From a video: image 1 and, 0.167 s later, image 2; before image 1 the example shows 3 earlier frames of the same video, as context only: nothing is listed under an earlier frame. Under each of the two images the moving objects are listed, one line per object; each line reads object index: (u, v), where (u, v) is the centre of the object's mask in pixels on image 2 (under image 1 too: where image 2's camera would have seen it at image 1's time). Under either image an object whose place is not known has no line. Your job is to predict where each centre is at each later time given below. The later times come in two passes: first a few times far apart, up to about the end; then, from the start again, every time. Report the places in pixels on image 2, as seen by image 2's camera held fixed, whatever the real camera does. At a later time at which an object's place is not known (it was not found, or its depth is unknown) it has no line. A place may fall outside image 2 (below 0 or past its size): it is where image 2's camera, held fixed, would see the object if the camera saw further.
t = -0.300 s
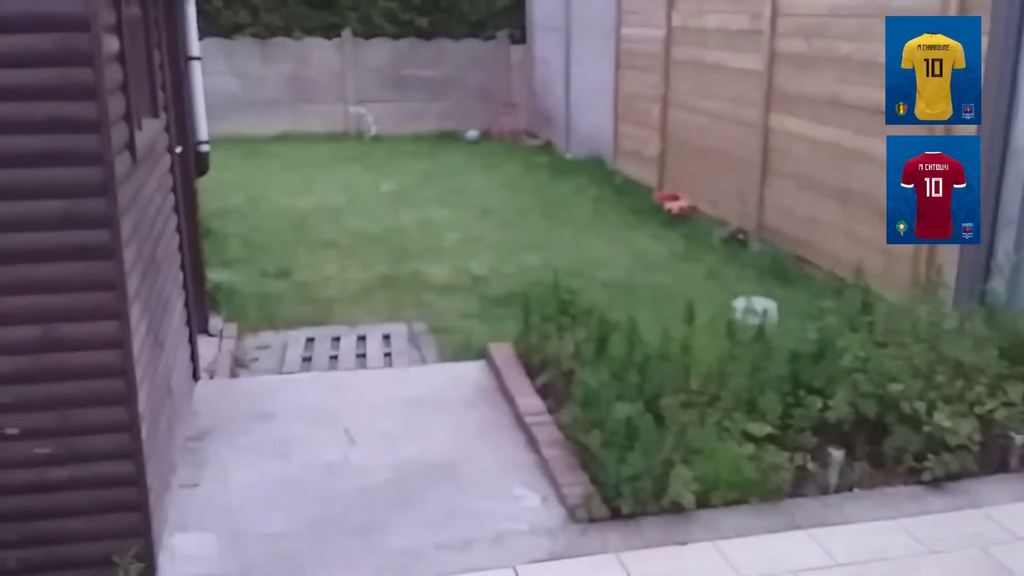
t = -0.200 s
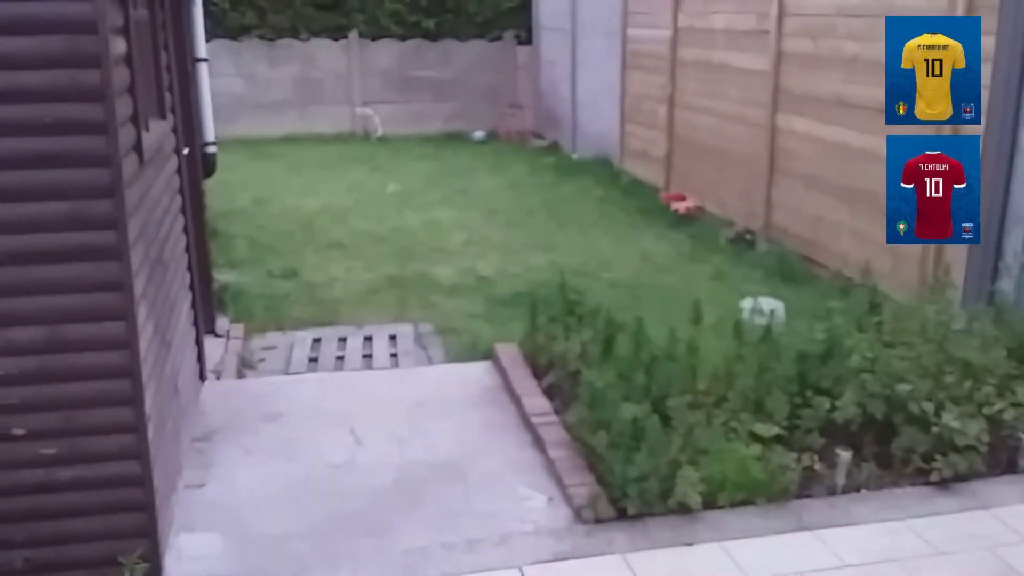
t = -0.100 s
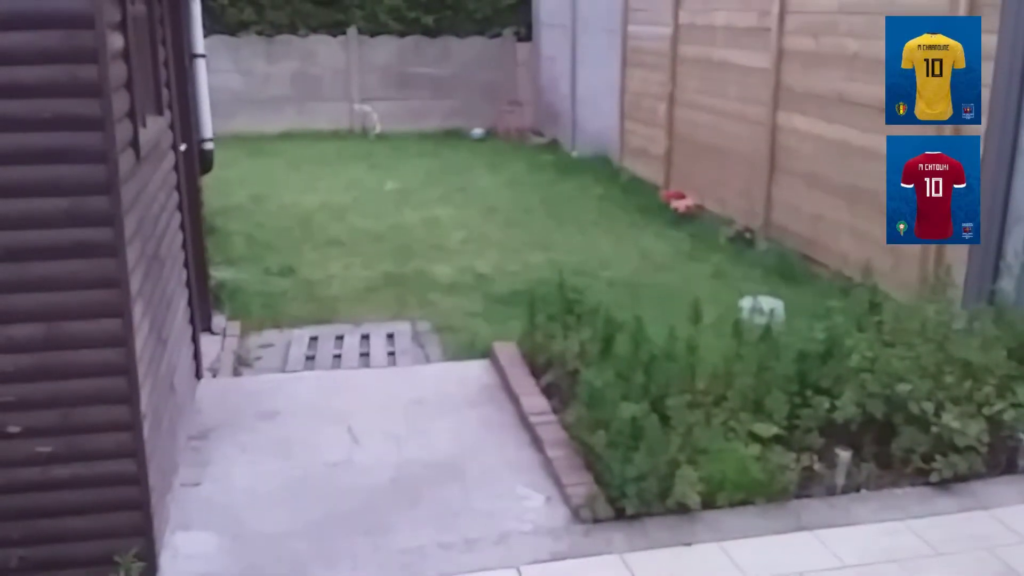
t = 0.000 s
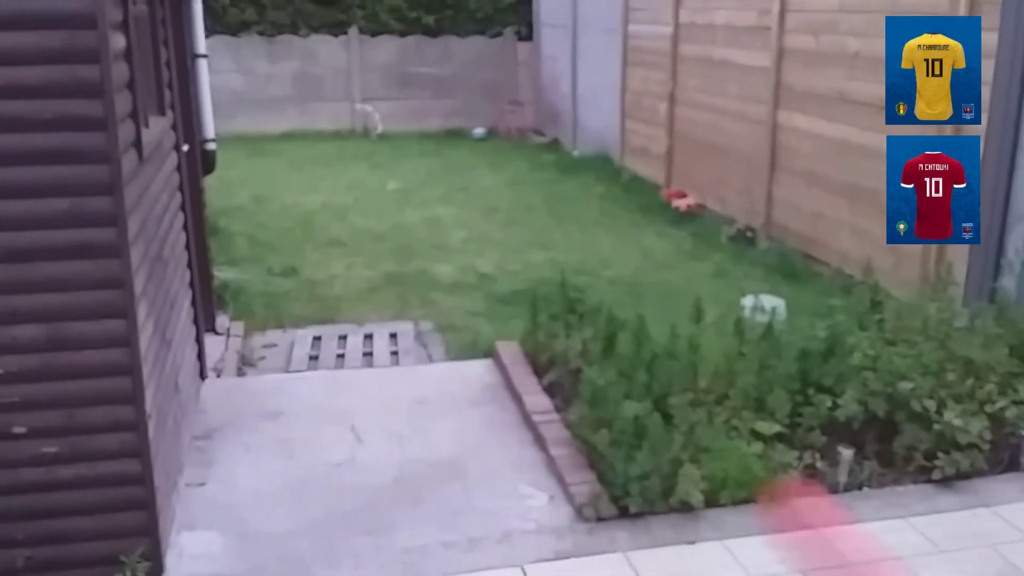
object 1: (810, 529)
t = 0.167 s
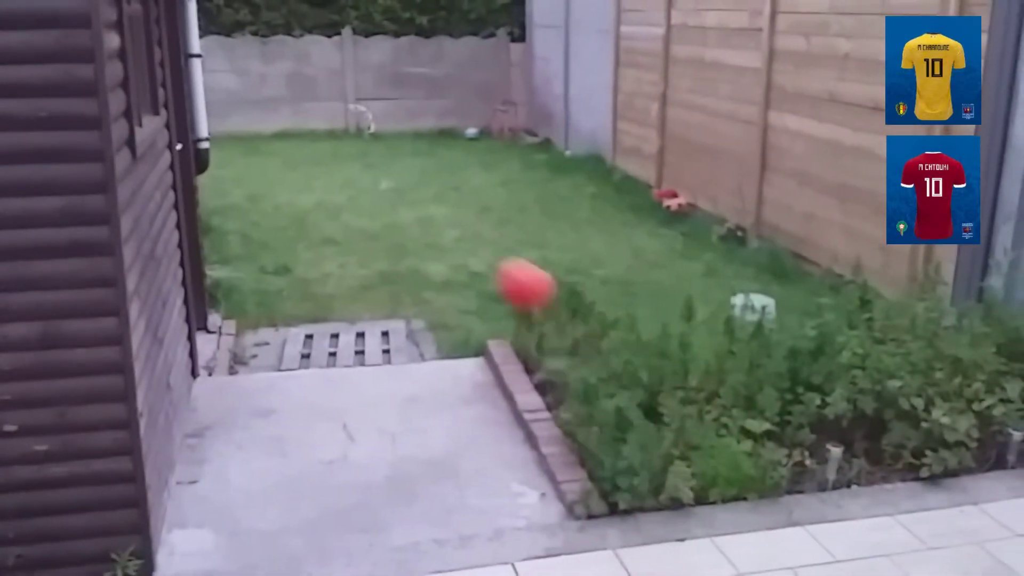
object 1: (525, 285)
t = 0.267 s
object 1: (457, 250)
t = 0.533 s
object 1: (382, 176)
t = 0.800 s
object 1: (357, 142)
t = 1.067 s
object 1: (347, 138)
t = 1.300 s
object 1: (354, 118)
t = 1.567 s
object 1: (386, 80)
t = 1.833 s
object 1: (421, 102)
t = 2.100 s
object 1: (447, 133)
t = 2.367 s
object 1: (453, 136)
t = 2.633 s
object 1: (459, 143)
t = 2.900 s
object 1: (466, 147)
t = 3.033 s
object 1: (469, 147)
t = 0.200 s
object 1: (498, 268)
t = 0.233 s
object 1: (476, 257)
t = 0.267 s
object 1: (457, 250)
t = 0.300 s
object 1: (441, 244)
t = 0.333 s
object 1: (427, 242)
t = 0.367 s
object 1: (415, 241)
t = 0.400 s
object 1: (405, 238)
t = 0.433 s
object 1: (398, 222)
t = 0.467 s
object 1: (391, 202)
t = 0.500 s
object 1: (386, 188)
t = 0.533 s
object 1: (382, 176)
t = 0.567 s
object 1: (377, 167)
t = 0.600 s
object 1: (373, 159)
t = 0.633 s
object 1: (369, 151)
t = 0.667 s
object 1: (367, 147)
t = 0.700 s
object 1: (364, 144)
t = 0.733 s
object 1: (361, 142)
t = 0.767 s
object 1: (359, 142)
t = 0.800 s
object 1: (357, 142)
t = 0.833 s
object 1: (354, 144)
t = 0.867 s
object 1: (353, 147)
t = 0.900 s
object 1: (352, 150)
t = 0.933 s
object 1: (350, 147)
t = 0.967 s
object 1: (349, 144)
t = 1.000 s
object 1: (349, 141)
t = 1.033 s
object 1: (348, 140)
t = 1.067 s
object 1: (347, 138)
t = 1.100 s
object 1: (347, 136)
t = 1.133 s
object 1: (346, 134)
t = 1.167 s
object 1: (345, 132)
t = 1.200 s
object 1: (349, 126)
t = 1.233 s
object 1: (351, 122)
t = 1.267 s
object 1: (352, 119)
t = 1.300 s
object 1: (354, 118)
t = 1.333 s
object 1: (361, 102)
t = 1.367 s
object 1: (363, 99)
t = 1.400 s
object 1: (366, 93)
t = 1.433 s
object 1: (370, 90)
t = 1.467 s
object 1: (373, 86)
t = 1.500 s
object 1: (377, 83)
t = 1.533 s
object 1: (382, 81)
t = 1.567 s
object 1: (386, 80)
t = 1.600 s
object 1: (390, 80)
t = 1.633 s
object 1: (394, 80)
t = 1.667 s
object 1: (398, 81)
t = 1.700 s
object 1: (402, 84)
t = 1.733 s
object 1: (406, 87)
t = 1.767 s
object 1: (411, 91)
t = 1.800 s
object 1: (416, 96)
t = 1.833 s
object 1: (421, 102)
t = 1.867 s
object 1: (425, 108)
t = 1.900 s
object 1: (431, 118)
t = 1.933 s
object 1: (435, 127)
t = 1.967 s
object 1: (441, 137)
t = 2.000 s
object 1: (444, 143)
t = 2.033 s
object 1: (445, 142)
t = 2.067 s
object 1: (447, 137)
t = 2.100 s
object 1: (447, 133)
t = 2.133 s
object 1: (447, 130)
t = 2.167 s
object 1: (448, 129)
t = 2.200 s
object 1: (448, 128)
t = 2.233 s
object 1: (449, 128)
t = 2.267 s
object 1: (450, 129)
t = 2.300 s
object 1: (451, 130)
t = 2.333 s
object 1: (452, 133)
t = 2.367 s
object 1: (453, 136)
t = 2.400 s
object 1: (454, 141)
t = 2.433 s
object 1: (455, 145)
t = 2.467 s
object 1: (456, 145)
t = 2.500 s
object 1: (456, 144)
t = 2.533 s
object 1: (457, 142)
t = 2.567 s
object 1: (458, 142)
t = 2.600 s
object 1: (459, 142)
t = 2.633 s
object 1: (459, 143)
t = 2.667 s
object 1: (460, 146)
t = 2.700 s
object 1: (461, 147)
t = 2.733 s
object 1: (461, 146)
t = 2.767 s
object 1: (463, 146)
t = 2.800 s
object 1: (463, 147)
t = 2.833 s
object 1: (464, 147)
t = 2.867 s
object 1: (465, 147)
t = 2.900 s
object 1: (466, 147)
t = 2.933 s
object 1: (466, 147)
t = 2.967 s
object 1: (467, 147)
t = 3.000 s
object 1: (468, 147)
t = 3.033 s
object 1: (469, 147)
